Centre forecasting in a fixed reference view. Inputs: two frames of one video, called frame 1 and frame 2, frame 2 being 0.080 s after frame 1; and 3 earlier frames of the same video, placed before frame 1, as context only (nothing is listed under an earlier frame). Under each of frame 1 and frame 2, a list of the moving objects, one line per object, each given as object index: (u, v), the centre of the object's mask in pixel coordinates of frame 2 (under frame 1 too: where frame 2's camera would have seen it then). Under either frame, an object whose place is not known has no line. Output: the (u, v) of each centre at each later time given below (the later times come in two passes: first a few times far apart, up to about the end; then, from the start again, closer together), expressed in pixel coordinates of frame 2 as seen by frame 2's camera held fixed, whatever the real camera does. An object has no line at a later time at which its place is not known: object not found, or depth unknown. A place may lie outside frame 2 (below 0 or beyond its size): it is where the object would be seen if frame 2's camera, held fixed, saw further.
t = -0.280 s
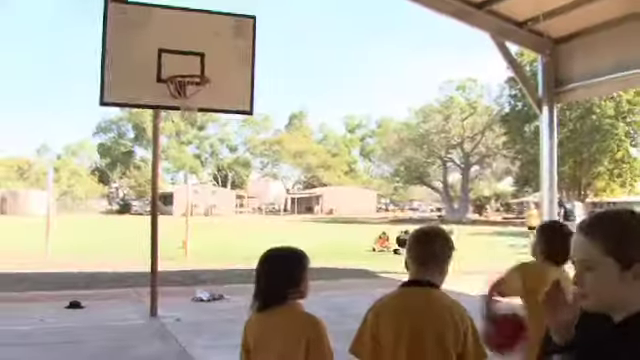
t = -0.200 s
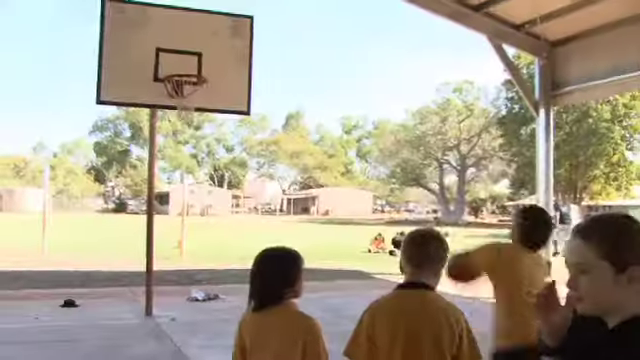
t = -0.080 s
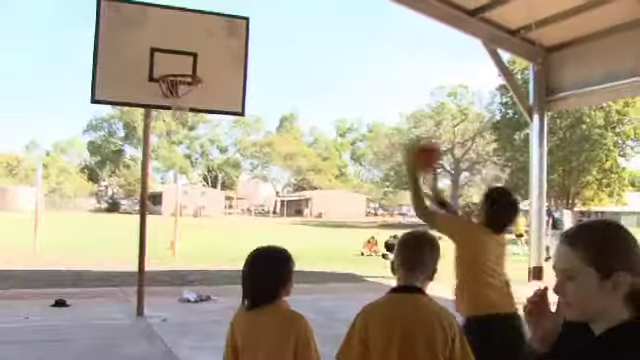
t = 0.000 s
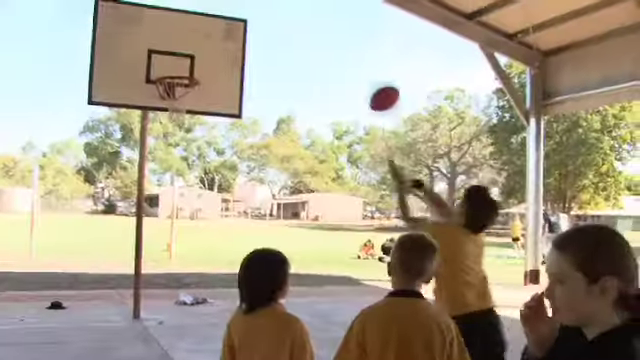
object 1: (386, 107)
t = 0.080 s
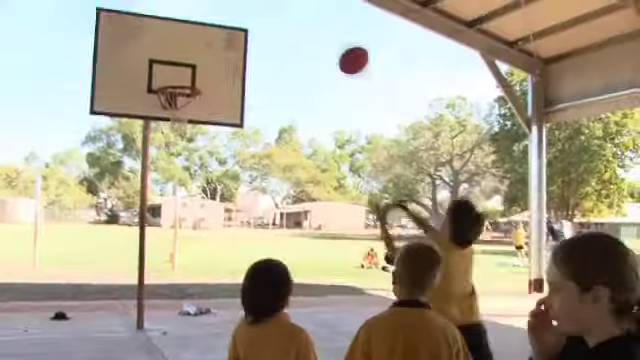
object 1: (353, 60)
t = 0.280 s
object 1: (291, -1)
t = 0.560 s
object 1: (228, -1)
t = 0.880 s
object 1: (178, 70)
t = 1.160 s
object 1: (184, 111)
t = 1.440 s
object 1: (178, 122)
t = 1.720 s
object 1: (179, 124)
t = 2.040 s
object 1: (182, 124)
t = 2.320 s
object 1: (186, 124)
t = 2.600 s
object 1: (190, 125)
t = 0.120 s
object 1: (339, 42)
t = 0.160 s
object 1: (325, 27)
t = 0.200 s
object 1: (313, 15)
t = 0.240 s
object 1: (302, 6)
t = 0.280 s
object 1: (291, -1)
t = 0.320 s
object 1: (280, -4)
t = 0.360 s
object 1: (270, -6)
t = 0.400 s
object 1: (261, -7)
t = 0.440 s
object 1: (252, -7)
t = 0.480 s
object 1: (245, -6)
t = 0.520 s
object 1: (237, -4)
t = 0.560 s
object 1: (228, -1)
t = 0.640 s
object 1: (213, 11)
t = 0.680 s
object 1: (205, 19)
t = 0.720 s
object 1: (199, 29)
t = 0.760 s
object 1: (192, 39)
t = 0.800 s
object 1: (186, 51)
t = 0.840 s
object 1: (179, 61)
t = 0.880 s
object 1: (178, 70)
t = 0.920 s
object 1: (178, 79)
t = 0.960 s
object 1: (178, 84)
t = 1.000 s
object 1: (186, 99)
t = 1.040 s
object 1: (185, 102)
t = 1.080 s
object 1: (184, 112)
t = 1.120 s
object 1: (185, 112)
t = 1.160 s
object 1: (184, 111)
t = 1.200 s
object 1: (184, 112)
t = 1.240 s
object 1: (185, 113)
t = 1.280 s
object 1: (184, 114)
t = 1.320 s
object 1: (180, 117)
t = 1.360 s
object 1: (179, 119)
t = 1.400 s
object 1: (179, 121)
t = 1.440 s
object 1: (178, 122)
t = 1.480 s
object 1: (179, 122)
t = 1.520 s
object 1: (179, 122)
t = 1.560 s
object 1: (179, 123)
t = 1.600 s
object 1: (179, 123)
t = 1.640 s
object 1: (179, 124)
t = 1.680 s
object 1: (179, 124)
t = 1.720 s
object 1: (179, 124)
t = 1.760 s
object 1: (180, 124)
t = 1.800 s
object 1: (180, 124)
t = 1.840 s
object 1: (180, 124)
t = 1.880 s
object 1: (181, 123)
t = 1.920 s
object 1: (181, 123)
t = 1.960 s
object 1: (181, 124)
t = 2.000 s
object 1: (182, 124)
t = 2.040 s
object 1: (182, 124)
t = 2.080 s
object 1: (183, 124)
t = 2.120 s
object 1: (183, 124)
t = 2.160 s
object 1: (184, 124)
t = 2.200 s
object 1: (184, 124)
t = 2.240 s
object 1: (185, 124)
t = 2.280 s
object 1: (185, 124)
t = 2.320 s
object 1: (186, 124)
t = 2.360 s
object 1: (186, 124)
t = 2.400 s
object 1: (187, 124)
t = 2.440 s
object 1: (187, 124)
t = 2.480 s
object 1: (188, 125)
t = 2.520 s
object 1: (188, 124)
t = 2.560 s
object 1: (189, 125)
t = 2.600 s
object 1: (190, 125)
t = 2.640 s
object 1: (190, 125)
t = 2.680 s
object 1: (190, 125)
